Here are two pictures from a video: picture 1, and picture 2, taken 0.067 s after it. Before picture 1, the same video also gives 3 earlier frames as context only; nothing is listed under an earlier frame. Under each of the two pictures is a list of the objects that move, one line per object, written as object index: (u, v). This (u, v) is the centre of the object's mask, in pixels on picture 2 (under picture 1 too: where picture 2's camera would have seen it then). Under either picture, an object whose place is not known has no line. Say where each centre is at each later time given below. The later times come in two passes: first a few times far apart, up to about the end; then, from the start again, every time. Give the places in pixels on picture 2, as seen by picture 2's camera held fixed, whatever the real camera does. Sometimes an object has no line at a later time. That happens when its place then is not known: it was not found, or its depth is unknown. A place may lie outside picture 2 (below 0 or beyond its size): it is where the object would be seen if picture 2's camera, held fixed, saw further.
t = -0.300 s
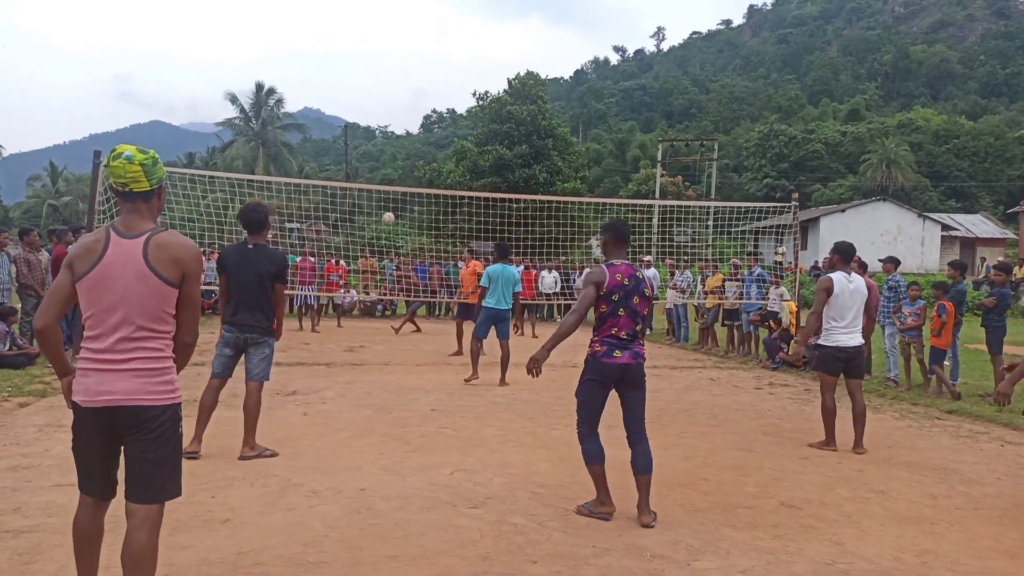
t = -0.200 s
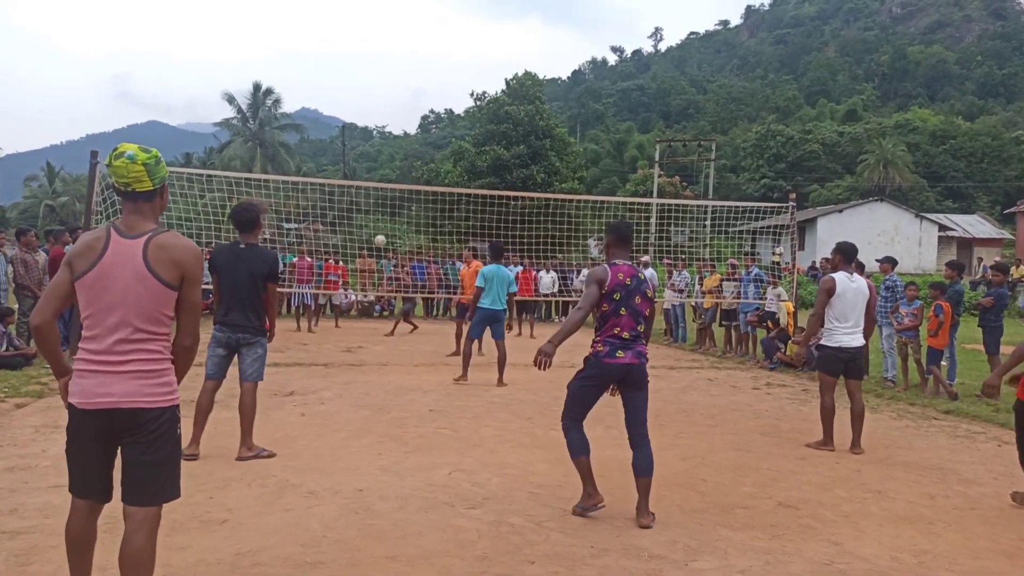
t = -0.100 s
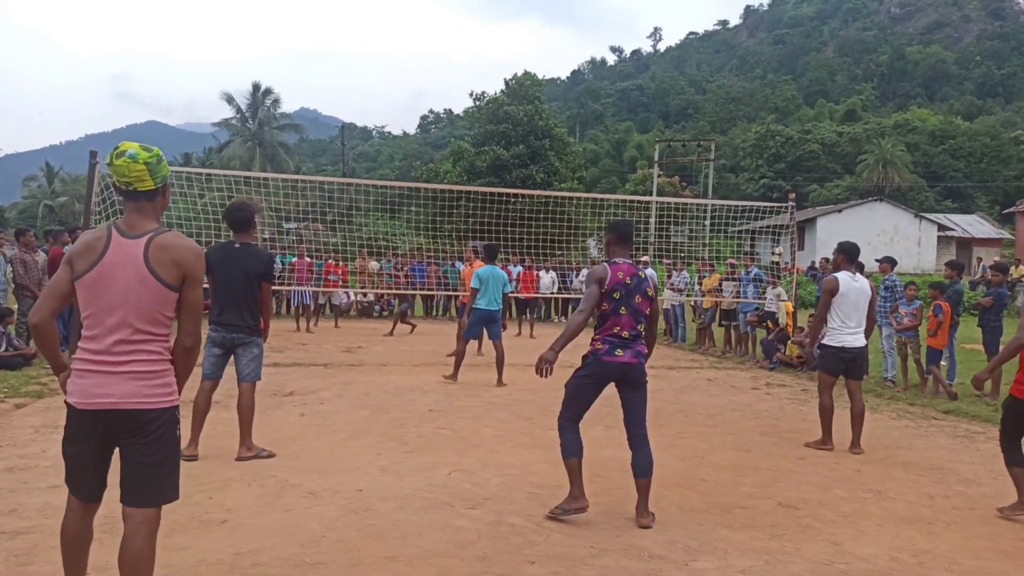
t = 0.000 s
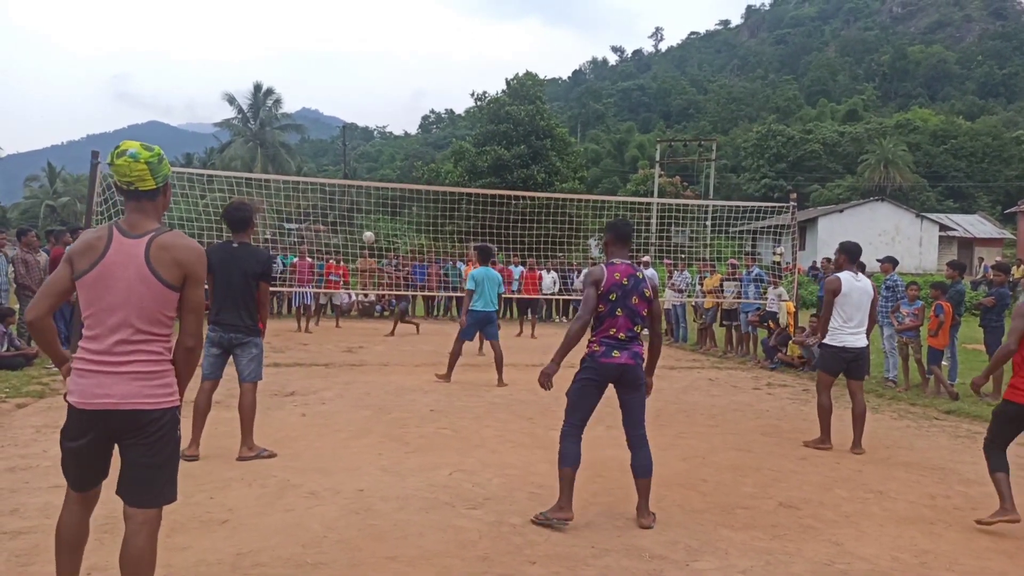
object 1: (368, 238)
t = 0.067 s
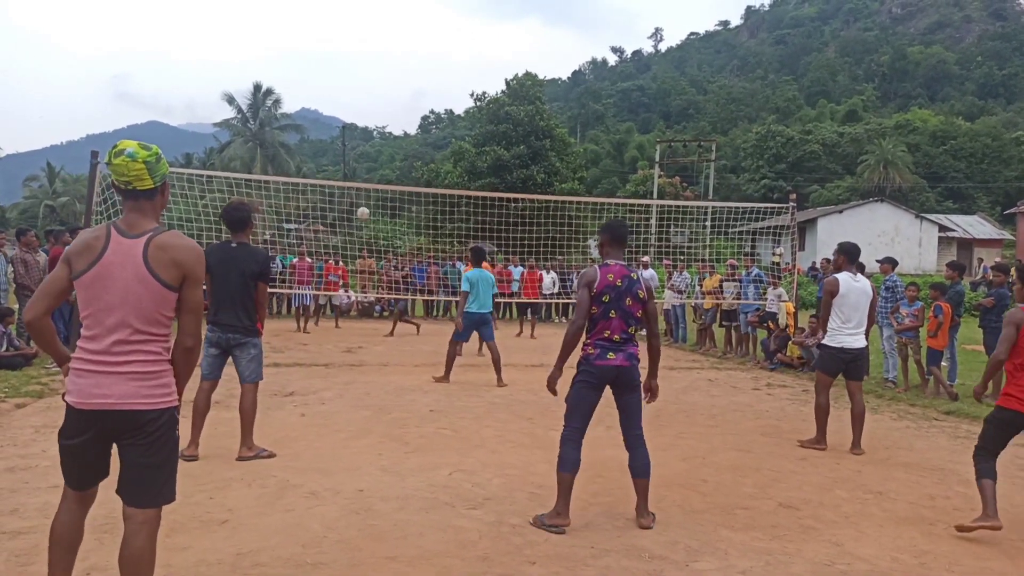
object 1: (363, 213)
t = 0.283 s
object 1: (347, 139)
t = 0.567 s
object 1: (327, 61)
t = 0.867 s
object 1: (295, 23)
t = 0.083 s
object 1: (362, 207)
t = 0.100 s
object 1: (361, 202)
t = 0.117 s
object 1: (359, 195)
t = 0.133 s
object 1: (358, 190)
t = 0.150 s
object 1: (357, 181)
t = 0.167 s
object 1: (356, 178)
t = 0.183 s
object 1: (355, 173)
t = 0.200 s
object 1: (353, 167)
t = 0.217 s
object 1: (352, 162)
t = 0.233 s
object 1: (351, 156)
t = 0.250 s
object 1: (350, 151)
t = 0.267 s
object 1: (349, 146)
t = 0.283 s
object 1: (347, 139)
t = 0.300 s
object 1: (346, 135)
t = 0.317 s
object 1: (345, 129)
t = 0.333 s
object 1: (345, 124)
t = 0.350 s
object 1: (343, 119)
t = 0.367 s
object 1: (342, 114)
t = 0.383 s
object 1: (341, 109)
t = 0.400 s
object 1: (340, 104)
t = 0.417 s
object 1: (338, 99)
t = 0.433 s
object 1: (337, 95)
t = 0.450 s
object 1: (336, 90)
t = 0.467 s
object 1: (335, 86)
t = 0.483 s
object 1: (334, 81)
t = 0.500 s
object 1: (333, 77)
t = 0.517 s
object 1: (331, 73)
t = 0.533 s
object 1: (330, 69)
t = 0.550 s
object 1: (329, 65)
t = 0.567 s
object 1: (327, 61)
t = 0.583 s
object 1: (326, 57)
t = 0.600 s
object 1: (324, 54)
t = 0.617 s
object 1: (323, 51)
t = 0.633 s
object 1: (321, 48)
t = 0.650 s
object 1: (320, 45)
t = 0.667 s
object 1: (318, 41)
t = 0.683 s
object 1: (317, 39)
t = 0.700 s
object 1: (315, 36)
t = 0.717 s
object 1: (313, 34)
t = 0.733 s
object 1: (311, 32)
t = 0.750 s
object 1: (309, 30)
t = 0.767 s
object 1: (308, 28)
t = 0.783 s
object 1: (306, 27)
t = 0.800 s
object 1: (304, 25)
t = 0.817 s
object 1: (302, 24)
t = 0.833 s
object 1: (299, 24)
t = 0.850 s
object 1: (297, 23)
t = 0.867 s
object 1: (295, 23)
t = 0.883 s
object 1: (292, 23)
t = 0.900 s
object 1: (290, 24)
